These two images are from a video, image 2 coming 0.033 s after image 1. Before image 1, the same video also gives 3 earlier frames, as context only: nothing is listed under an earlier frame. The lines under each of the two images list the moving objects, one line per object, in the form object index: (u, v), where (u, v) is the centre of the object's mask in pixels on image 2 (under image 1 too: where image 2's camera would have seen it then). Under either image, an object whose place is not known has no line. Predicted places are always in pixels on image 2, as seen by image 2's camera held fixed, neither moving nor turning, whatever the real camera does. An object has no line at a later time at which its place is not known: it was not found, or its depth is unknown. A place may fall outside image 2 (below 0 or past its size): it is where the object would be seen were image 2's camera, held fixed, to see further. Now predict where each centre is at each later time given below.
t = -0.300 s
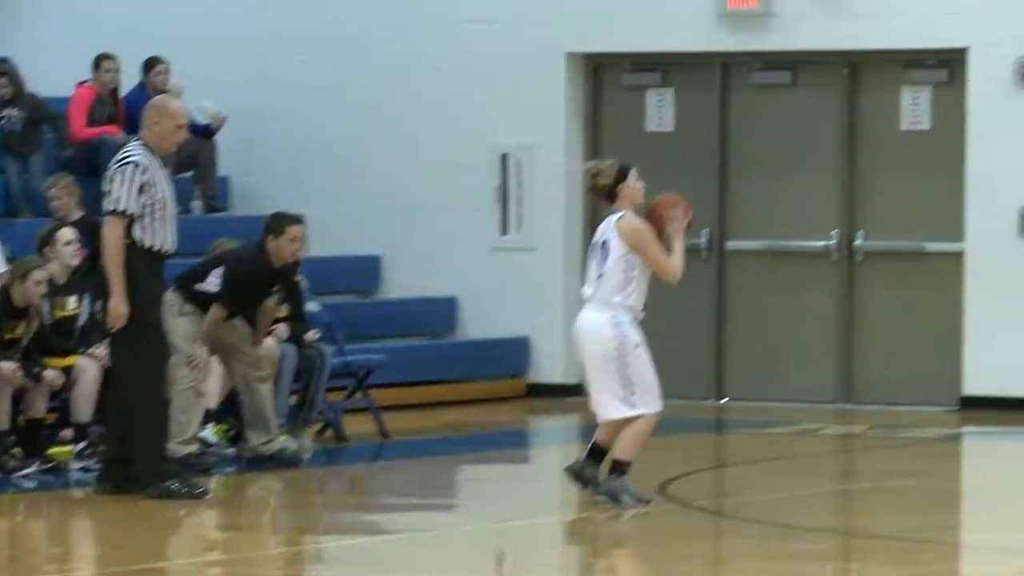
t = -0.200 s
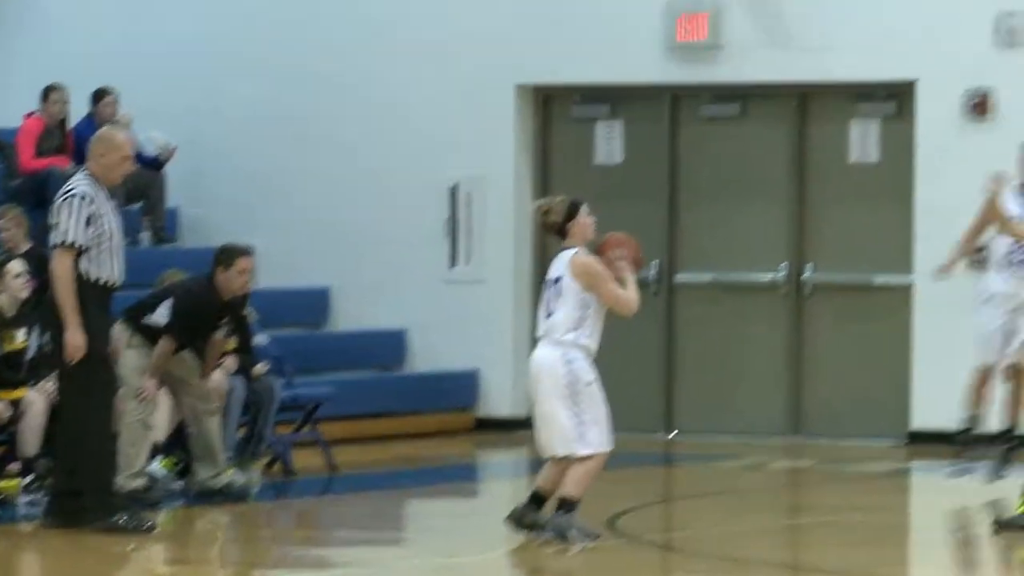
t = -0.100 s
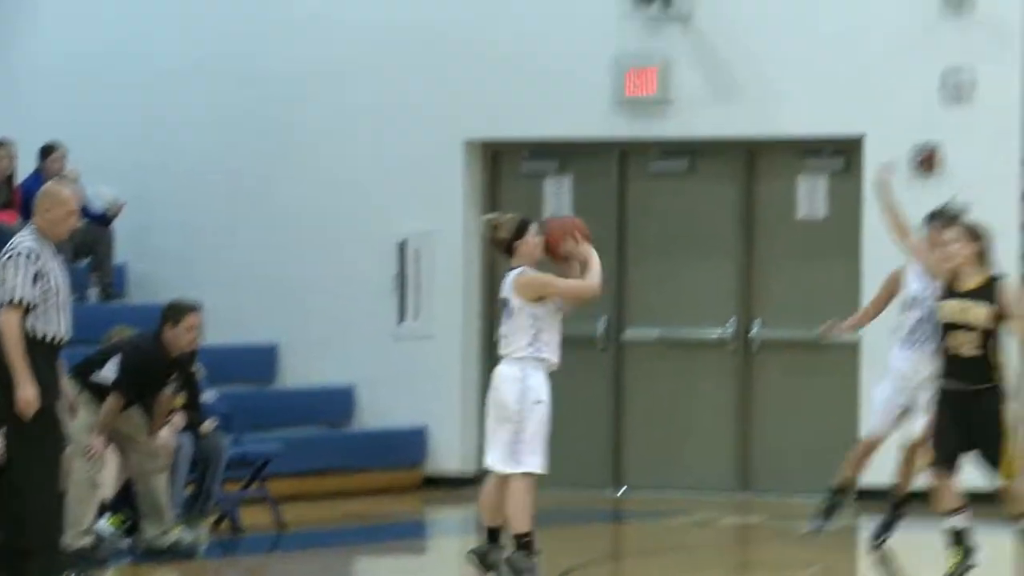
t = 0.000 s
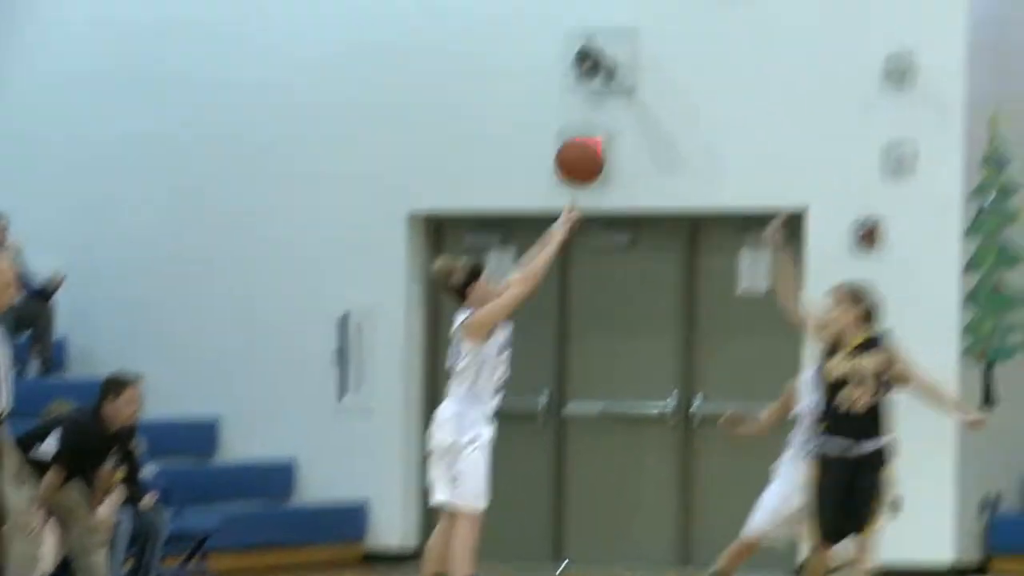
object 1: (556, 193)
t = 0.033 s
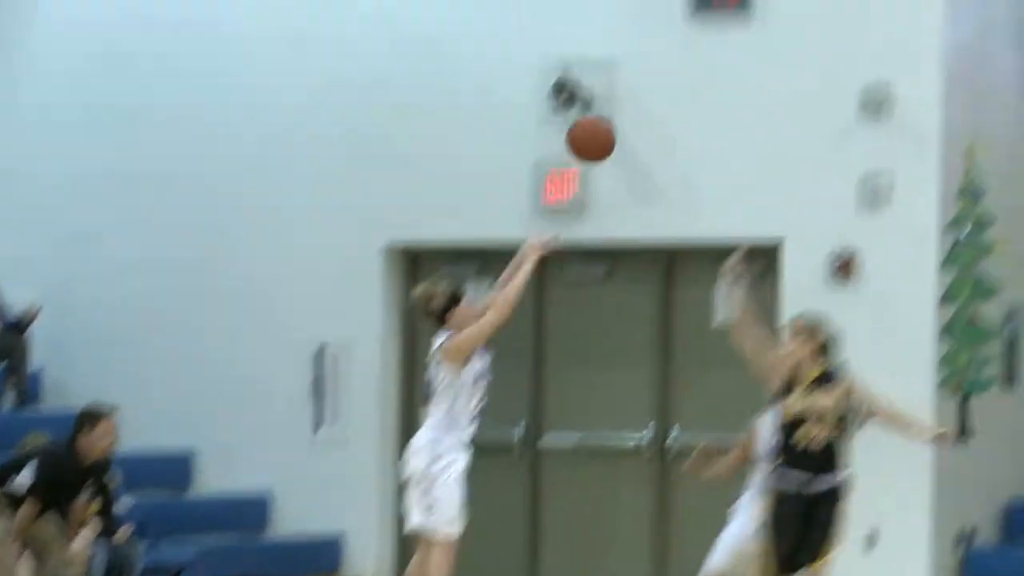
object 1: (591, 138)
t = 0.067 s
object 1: (626, 87)
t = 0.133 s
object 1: (691, -16)
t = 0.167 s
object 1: (728, -63)
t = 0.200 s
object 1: (764, -109)
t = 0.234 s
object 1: (801, -151)
